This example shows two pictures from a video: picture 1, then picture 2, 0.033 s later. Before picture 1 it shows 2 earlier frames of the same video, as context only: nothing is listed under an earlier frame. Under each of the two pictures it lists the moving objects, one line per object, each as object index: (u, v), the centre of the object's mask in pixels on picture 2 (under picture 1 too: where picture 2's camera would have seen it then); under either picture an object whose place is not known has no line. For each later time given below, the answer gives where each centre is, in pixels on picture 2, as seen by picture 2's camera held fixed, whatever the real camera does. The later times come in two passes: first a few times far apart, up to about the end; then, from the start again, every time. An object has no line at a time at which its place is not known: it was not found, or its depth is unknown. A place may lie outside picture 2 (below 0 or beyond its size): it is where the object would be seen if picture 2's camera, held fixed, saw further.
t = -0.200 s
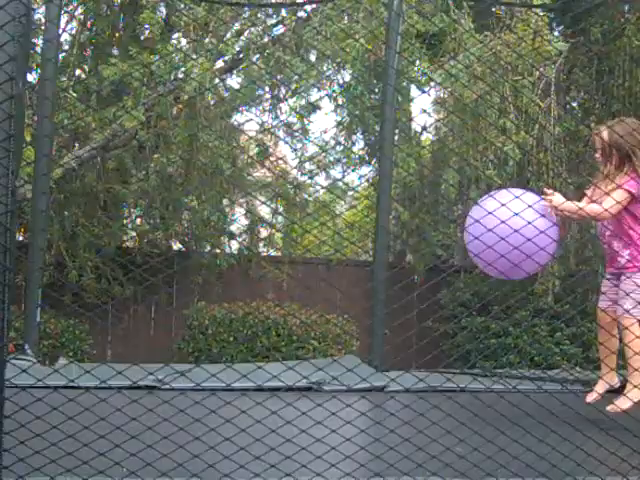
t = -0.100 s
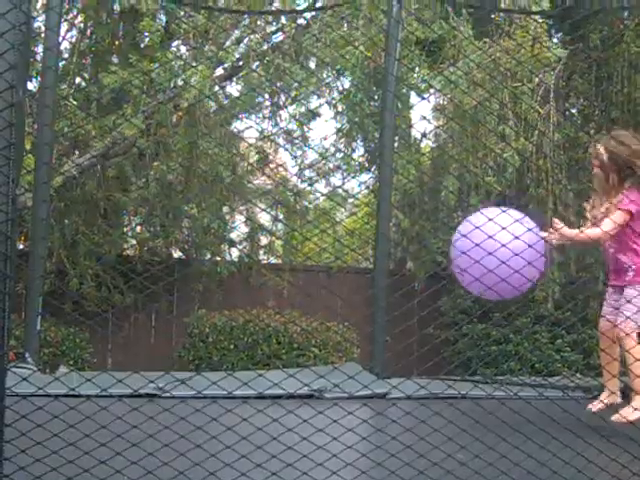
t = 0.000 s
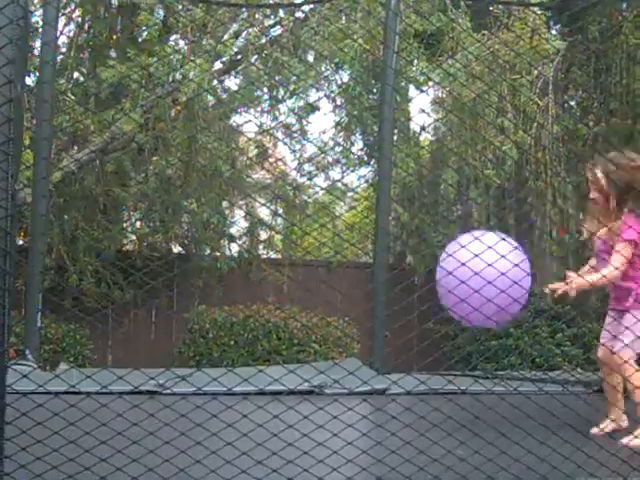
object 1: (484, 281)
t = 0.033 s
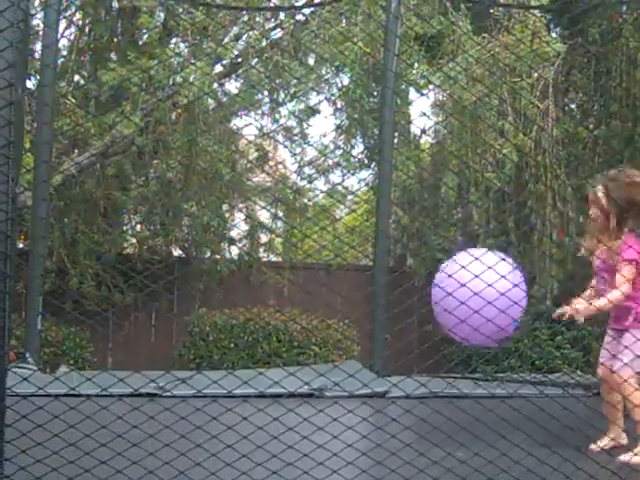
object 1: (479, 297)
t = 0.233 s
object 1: (452, 415)
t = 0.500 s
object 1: (468, 277)
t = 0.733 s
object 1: (482, 254)
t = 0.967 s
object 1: (499, 346)
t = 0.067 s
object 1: (474, 313)
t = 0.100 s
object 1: (469, 333)
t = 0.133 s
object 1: (465, 354)
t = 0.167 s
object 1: (460, 378)
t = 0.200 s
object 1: (457, 405)
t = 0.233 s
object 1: (452, 415)
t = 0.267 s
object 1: (454, 392)
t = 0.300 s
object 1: (458, 369)
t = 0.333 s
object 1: (459, 350)
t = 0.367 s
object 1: (460, 332)
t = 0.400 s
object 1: (463, 314)
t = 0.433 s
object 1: (465, 299)
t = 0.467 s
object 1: (466, 288)
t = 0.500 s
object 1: (468, 277)
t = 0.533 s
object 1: (470, 267)
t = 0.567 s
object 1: (472, 260)
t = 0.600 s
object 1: (474, 256)
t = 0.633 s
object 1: (476, 252)
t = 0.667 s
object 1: (479, 251)
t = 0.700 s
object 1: (480, 253)
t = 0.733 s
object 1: (482, 254)
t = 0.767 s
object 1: (486, 261)
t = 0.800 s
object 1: (487, 269)
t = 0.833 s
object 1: (490, 279)
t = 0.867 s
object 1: (492, 292)
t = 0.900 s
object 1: (494, 308)
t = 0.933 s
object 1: (496, 326)
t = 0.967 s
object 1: (499, 346)
